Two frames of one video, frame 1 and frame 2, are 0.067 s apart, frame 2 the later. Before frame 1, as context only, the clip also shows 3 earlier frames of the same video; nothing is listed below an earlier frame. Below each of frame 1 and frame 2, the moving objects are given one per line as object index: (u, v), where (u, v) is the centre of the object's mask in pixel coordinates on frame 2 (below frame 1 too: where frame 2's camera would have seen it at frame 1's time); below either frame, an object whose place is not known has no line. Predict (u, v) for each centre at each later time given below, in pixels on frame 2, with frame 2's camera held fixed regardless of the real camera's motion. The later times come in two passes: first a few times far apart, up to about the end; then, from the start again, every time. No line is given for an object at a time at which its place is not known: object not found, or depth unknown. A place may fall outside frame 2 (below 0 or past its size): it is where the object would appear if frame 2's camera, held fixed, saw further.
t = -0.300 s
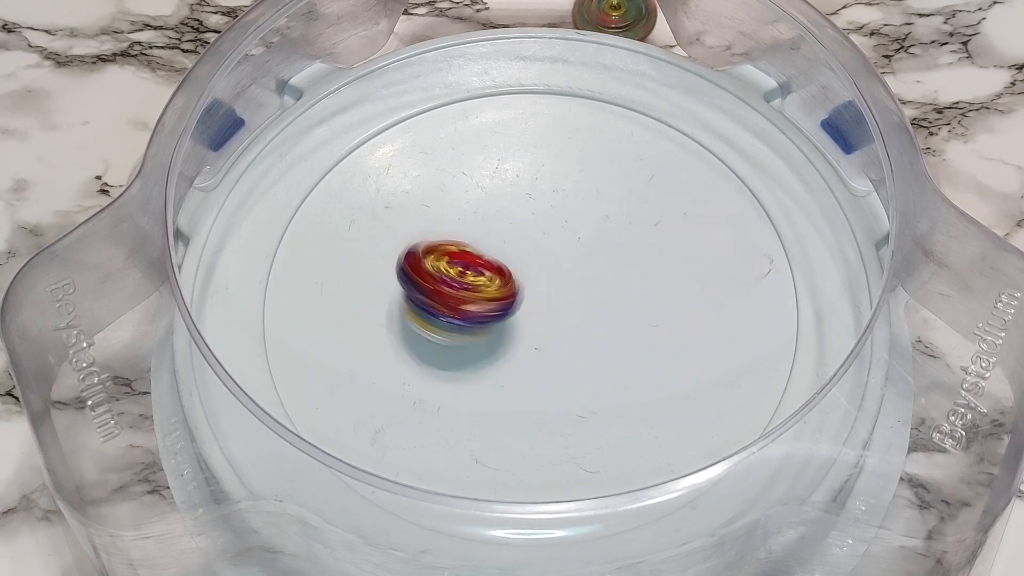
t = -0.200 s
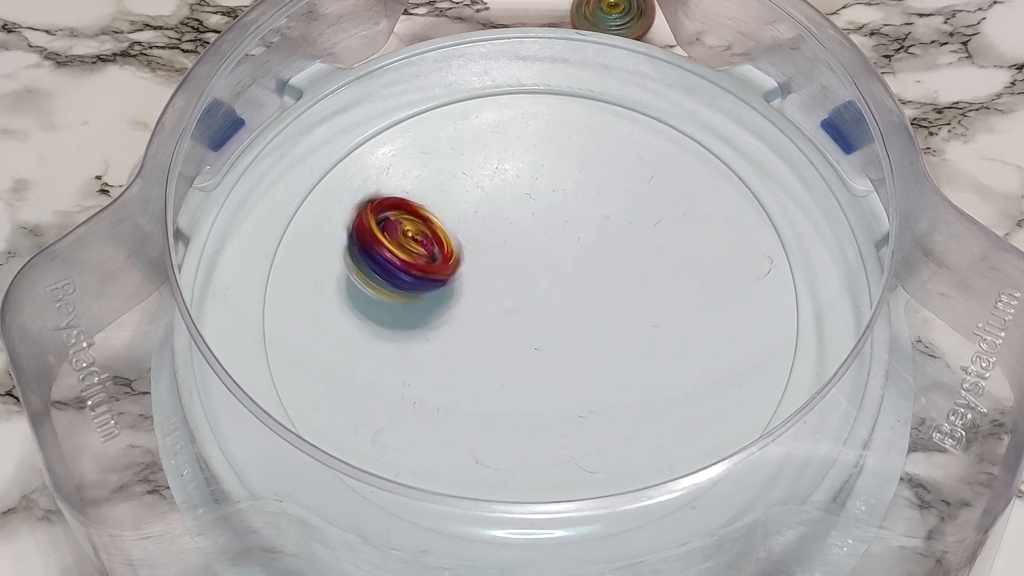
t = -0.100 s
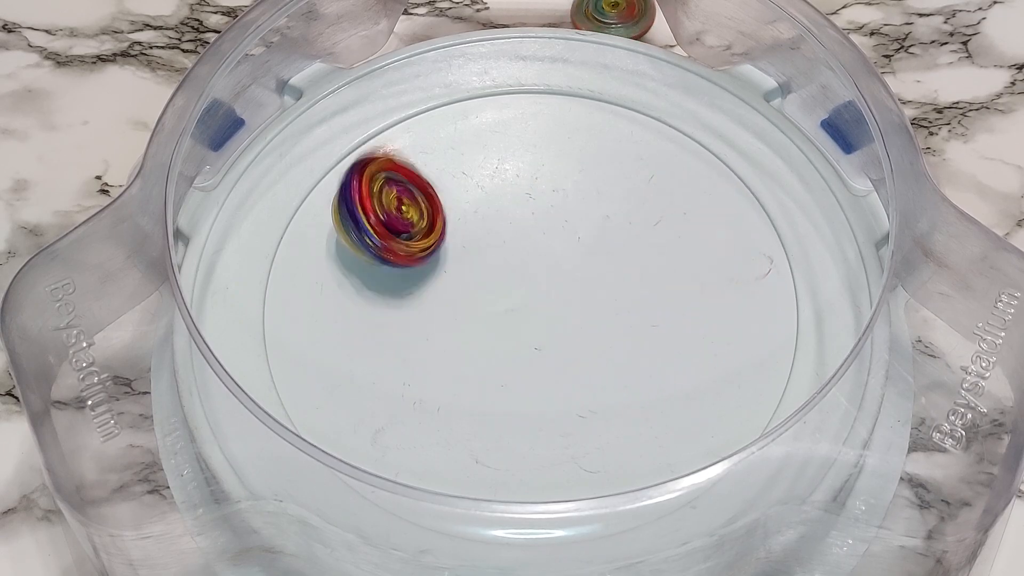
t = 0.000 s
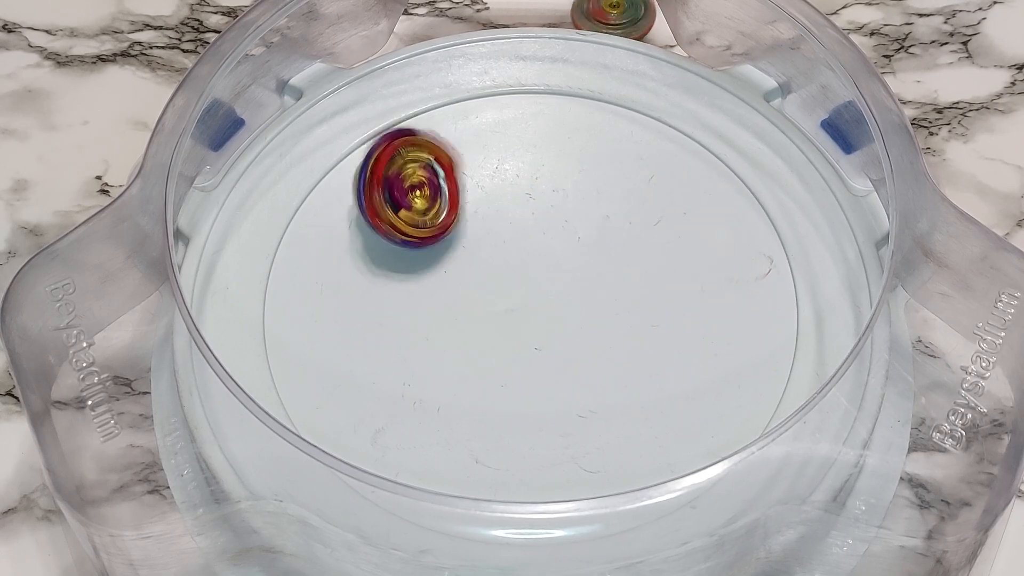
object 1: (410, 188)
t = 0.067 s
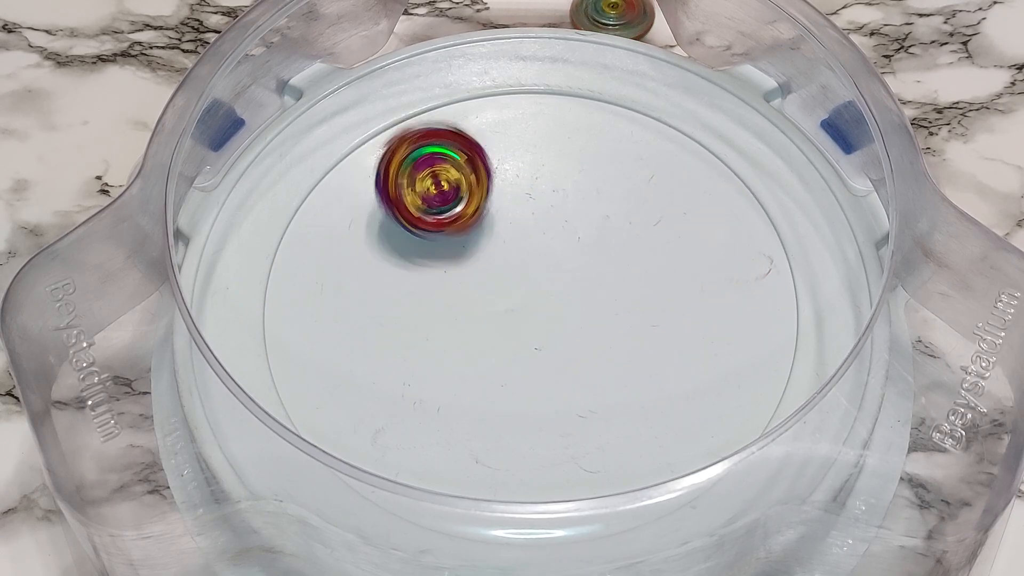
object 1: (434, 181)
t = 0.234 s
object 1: (530, 194)
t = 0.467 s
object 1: (603, 329)
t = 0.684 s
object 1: (503, 388)
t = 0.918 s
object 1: (446, 280)
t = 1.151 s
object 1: (567, 207)
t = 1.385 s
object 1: (614, 298)
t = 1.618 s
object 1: (489, 299)
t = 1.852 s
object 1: (515, 233)
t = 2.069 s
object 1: (538, 270)
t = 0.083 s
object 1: (441, 179)
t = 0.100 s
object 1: (449, 180)
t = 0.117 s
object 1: (458, 182)
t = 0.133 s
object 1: (465, 180)
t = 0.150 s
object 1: (476, 177)
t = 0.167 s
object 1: (488, 181)
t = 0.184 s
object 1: (497, 185)
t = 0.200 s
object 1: (507, 188)
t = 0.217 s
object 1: (518, 191)
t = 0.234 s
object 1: (530, 194)
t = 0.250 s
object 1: (541, 199)
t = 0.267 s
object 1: (551, 208)
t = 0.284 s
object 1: (559, 215)
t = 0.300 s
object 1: (569, 223)
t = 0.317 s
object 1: (577, 232)
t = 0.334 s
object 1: (585, 241)
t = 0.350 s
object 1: (594, 250)
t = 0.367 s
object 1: (598, 261)
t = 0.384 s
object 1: (601, 273)
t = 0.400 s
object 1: (604, 284)
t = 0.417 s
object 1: (605, 295)
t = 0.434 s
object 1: (607, 306)
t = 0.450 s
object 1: (607, 317)
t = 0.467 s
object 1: (603, 329)
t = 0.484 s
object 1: (599, 339)
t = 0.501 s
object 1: (594, 346)
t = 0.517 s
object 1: (588, 356)
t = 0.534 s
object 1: (583, 363)
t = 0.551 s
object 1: (576, 370)
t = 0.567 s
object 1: (569, 376)
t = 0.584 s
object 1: (561, 380)
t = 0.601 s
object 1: (550, 384)
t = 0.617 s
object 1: (541, 387)
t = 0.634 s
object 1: (532, 388)
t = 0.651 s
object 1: (522, 389)
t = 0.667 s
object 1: (513, 389)
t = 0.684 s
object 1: (503, 388)
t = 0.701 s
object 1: (495, 385)
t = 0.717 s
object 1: (484, 380)
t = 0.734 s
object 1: (476, 377)
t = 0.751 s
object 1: (469, 371)
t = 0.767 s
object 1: (463, 366)
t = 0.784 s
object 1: (457, 359)
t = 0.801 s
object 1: (450, 352)
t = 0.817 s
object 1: (445, 343)
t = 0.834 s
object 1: (439, 333)
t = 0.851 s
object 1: (439, 322)
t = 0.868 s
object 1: (440, 312)
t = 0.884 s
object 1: (440, 303)
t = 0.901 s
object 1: (443, 292)
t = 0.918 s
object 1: (446, 280)
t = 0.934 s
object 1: (450, 269)
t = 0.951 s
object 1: (454, 259)
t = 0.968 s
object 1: (462, 250)
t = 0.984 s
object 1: (470, 243)
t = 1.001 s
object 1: (479, 235)
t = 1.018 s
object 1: (486, 226)
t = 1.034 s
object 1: (496, 218)
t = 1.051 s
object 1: (507, 213)
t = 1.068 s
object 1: (516, 210)
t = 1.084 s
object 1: (526, 206)
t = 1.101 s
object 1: (537, 202)
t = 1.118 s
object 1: (548, 203)
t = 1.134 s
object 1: (558, 204)
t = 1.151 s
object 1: (567, 207)
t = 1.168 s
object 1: (575, 210)
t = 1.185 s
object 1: (585, 212)
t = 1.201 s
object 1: (594, 216)
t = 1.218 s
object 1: (602, 221)
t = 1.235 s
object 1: (609, 227)
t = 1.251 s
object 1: (614, 233)
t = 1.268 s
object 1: (618, 241)
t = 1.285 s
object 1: (621, 249)
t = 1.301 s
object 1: (623, 257)
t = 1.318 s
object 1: (623, 266)
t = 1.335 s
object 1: (622, 275)
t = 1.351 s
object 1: (622, 283)
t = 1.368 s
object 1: (619, 291)
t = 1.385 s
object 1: (614, 298)
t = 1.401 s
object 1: (608, 307)
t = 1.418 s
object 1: (600, 311)
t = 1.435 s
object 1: (590, 318)
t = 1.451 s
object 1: (581, 321)
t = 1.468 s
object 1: (571, 324)
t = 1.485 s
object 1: (561, 326)
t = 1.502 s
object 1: (551, 328)
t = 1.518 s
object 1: (540, 328)
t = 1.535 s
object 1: (530, 326)
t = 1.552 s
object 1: (520, 323)
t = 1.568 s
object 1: (511, 319)
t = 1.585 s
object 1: (501, 314)
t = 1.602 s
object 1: (494, 307)
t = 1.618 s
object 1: (489, 299)
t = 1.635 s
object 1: (485, 293)
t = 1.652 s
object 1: (484, 287)
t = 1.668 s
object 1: (482, 279)
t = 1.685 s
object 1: (479, 272)
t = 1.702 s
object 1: (479, 264)
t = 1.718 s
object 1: (479, 255)
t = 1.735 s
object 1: (480, 249)
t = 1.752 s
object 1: (483, 242)
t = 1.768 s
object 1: (487, 237)
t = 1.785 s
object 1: (493, 234)
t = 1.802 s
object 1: (498, 234)
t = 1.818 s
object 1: (504, 234)
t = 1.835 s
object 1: (509, 234)
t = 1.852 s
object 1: (515, 233)
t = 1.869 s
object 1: (520, 233)
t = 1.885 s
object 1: (527, 234)
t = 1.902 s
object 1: (533, 234)
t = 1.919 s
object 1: (539, 236)
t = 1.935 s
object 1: (544, 239)
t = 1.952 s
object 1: (549, 242)
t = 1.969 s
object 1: (552, 246)
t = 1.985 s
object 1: (553, 251)
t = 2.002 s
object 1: (552, 255)
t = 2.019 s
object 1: (550, 260)
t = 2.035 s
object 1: (546, 265)
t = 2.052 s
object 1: (541, 267)
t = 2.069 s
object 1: (538, 270)
